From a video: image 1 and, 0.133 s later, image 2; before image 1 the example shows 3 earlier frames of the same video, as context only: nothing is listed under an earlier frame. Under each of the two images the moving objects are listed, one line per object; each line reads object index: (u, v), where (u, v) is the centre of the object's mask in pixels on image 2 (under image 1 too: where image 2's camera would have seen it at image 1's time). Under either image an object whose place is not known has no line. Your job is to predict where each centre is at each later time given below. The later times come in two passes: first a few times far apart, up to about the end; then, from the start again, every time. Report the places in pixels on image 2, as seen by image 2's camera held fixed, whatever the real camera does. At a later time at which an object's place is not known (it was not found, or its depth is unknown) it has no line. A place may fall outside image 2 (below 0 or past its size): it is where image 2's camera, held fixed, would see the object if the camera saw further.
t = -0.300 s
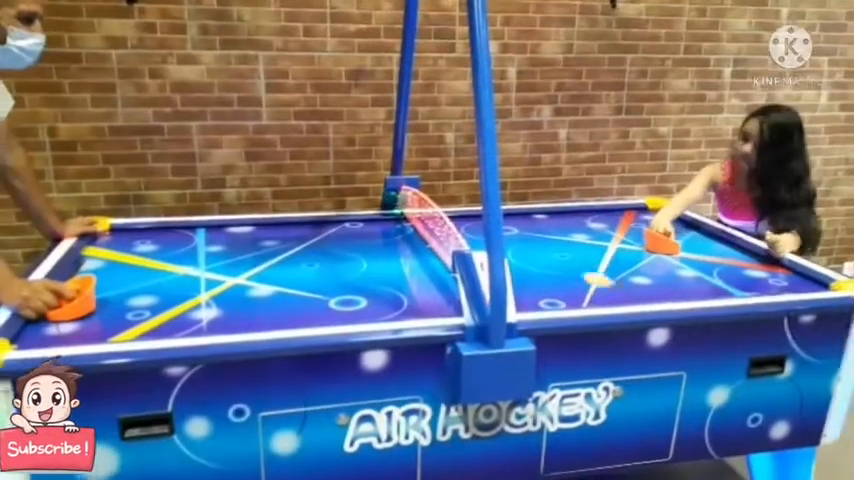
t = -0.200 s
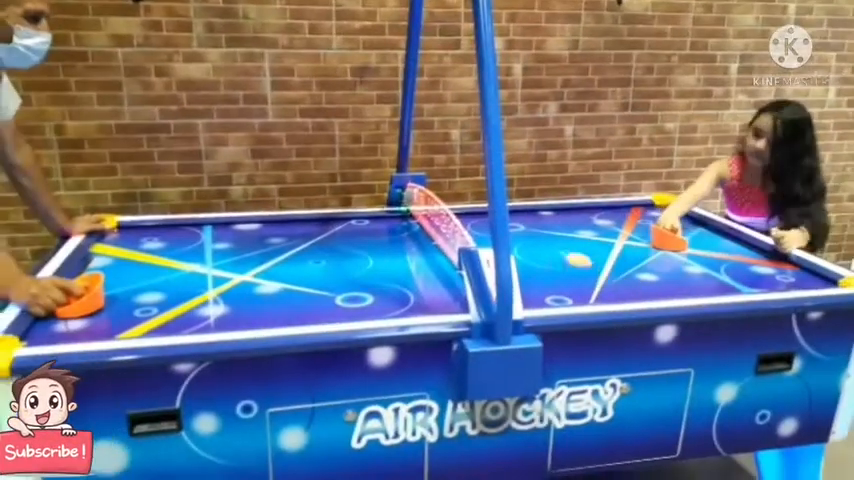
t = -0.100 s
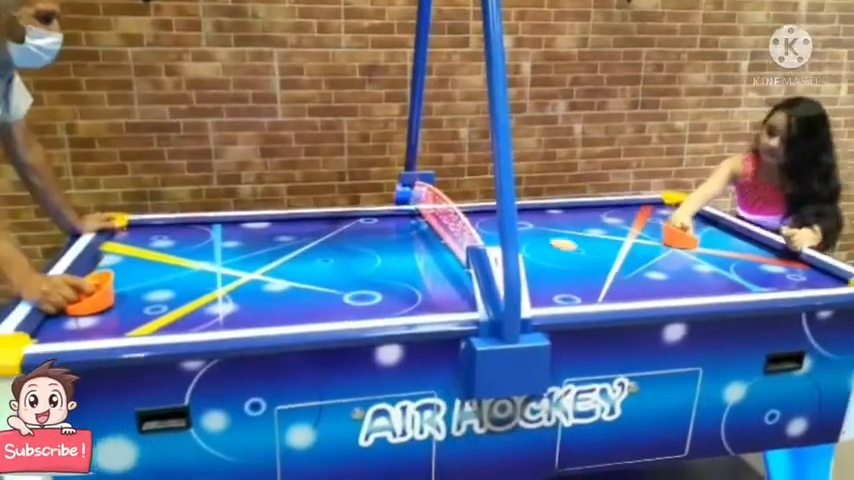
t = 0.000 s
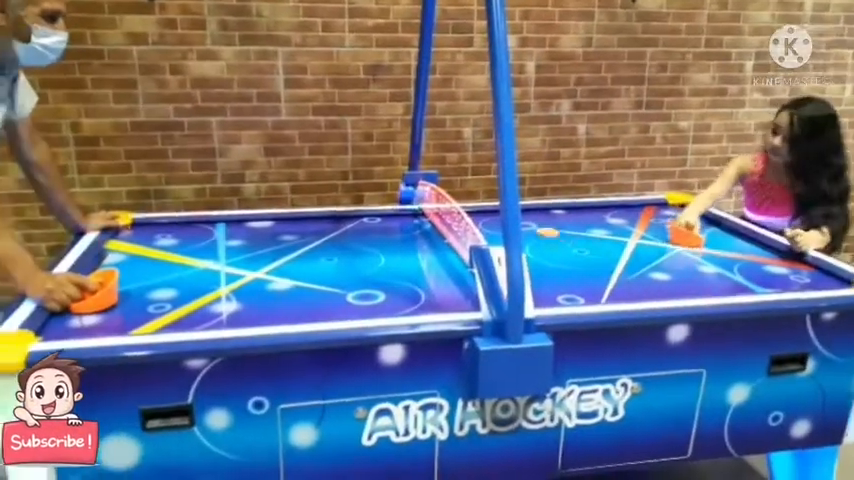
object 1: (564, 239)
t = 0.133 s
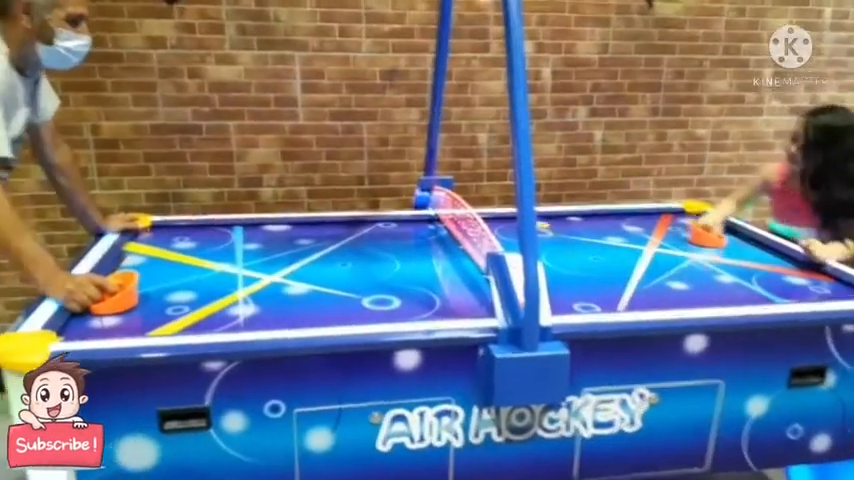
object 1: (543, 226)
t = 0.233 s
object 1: (542, 223)
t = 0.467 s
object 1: (572, 245)
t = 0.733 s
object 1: (620, 277)
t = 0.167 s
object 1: (541, 223)
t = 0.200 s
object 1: (541, 222)
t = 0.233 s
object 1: (542, 223)
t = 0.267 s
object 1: (545, 227)
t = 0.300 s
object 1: (547, 229)
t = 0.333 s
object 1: (551, 232)
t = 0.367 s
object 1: (556, 235)
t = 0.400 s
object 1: (562, 239)
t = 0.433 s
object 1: (568, 241)
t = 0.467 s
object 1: (572, 245)
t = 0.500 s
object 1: (577, 248)
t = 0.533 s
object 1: (584, 253)
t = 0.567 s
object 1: (590, 256)
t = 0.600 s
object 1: (596, 260)
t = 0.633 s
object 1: (602, 264)
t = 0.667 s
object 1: (608, 268)
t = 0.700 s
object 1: (616, 273)
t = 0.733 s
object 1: (620, 277)
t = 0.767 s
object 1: (629, 282)
